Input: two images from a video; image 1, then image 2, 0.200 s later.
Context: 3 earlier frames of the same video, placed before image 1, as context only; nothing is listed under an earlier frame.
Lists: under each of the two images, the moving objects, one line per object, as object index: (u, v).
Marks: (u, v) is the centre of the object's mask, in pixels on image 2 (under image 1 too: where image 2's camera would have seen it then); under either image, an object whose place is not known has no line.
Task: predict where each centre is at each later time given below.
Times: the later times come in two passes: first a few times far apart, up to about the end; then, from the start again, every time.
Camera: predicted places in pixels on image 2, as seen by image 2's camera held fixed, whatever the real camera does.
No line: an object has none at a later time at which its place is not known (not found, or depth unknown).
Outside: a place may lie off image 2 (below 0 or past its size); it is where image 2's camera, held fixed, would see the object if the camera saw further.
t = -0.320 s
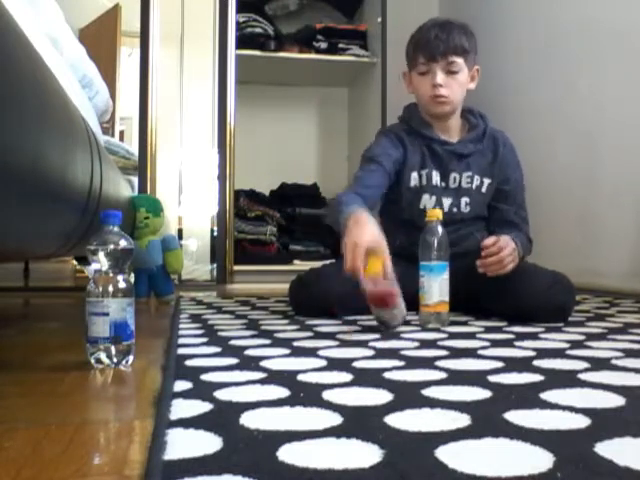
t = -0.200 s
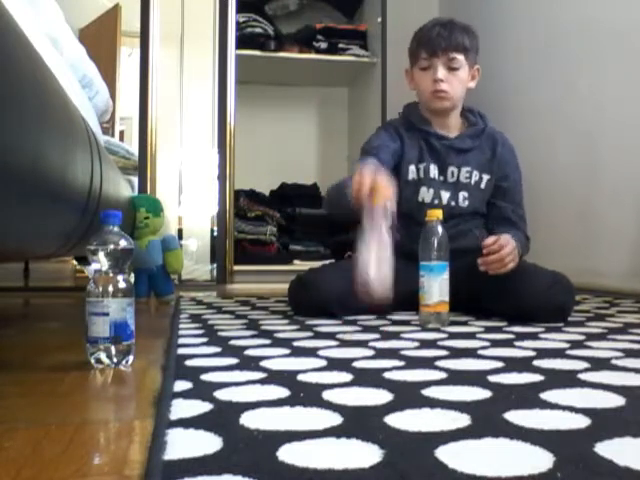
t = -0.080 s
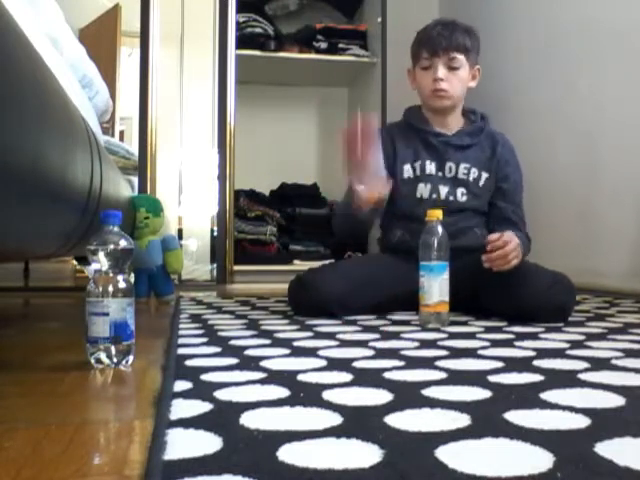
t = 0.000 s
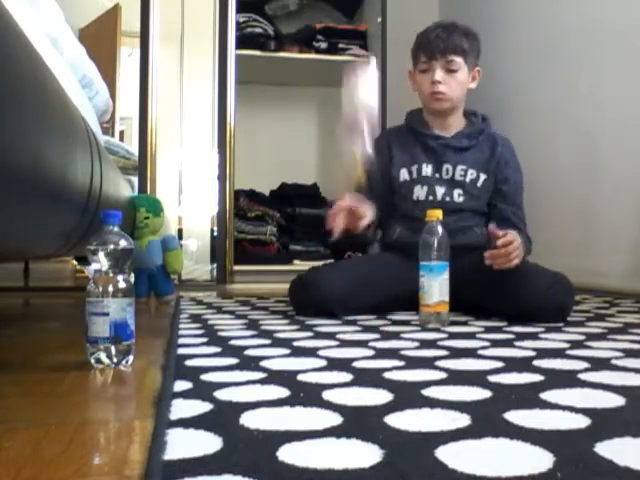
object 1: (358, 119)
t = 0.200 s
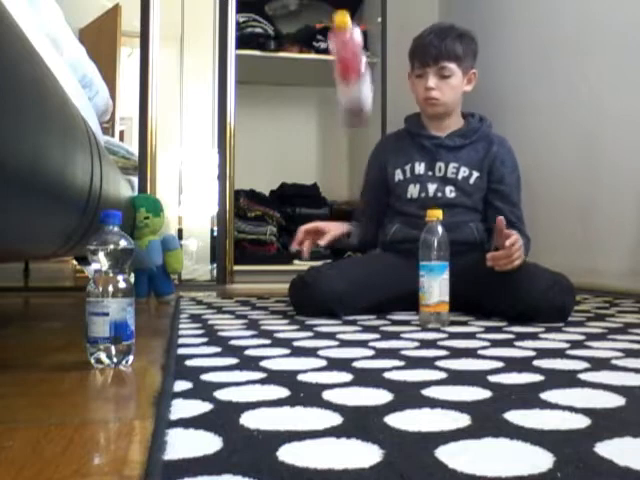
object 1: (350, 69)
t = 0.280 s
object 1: (349, 129)
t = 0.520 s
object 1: (356, 302)
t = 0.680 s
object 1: (367, 307)
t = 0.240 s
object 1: (350, 93)
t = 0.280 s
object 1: (349, 129)
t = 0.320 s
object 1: (349, 164)
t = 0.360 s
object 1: (348, 215)
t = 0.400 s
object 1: (346, 266)
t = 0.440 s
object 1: (346, 282)
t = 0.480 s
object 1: (351, 296)
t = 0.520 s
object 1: (356, 302)
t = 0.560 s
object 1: (360, 306)
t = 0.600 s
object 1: (363, 307)
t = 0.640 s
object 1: (365, 307)
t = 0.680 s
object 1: (367, 307)
